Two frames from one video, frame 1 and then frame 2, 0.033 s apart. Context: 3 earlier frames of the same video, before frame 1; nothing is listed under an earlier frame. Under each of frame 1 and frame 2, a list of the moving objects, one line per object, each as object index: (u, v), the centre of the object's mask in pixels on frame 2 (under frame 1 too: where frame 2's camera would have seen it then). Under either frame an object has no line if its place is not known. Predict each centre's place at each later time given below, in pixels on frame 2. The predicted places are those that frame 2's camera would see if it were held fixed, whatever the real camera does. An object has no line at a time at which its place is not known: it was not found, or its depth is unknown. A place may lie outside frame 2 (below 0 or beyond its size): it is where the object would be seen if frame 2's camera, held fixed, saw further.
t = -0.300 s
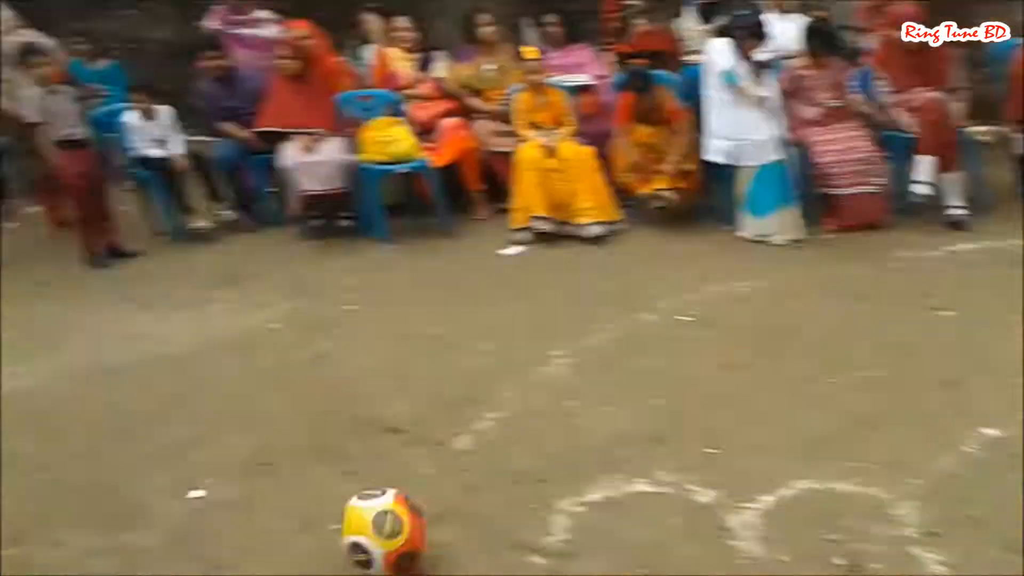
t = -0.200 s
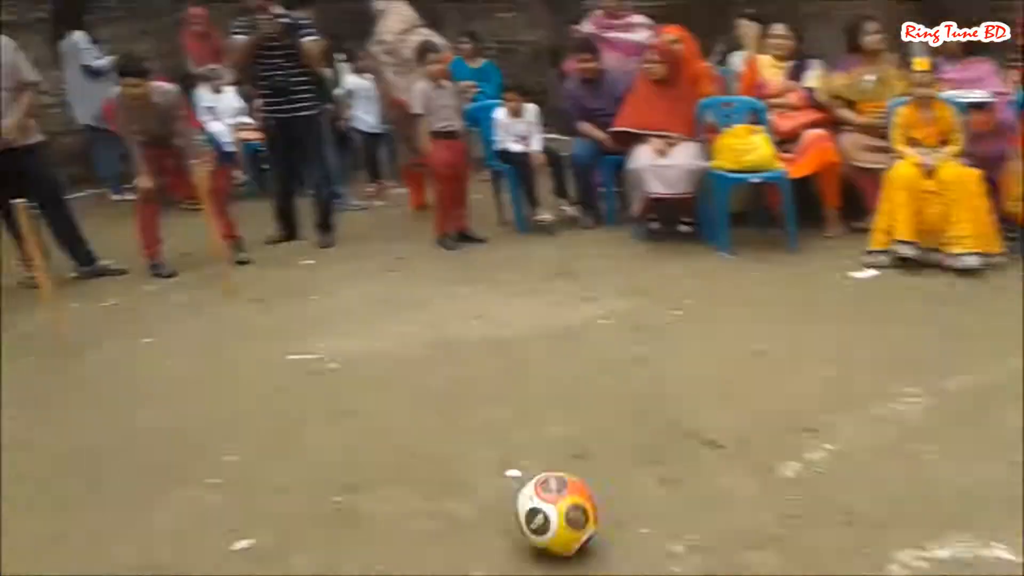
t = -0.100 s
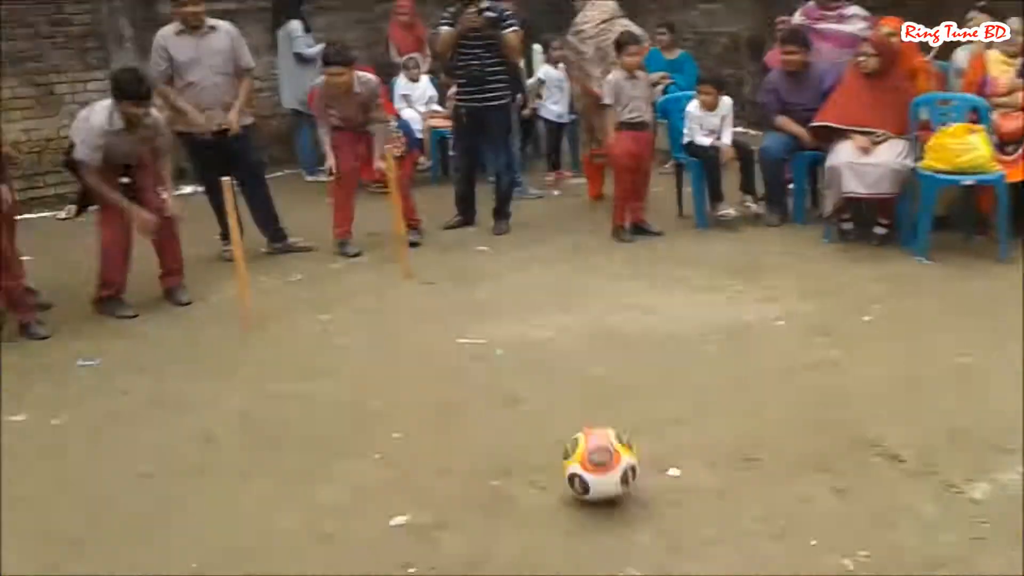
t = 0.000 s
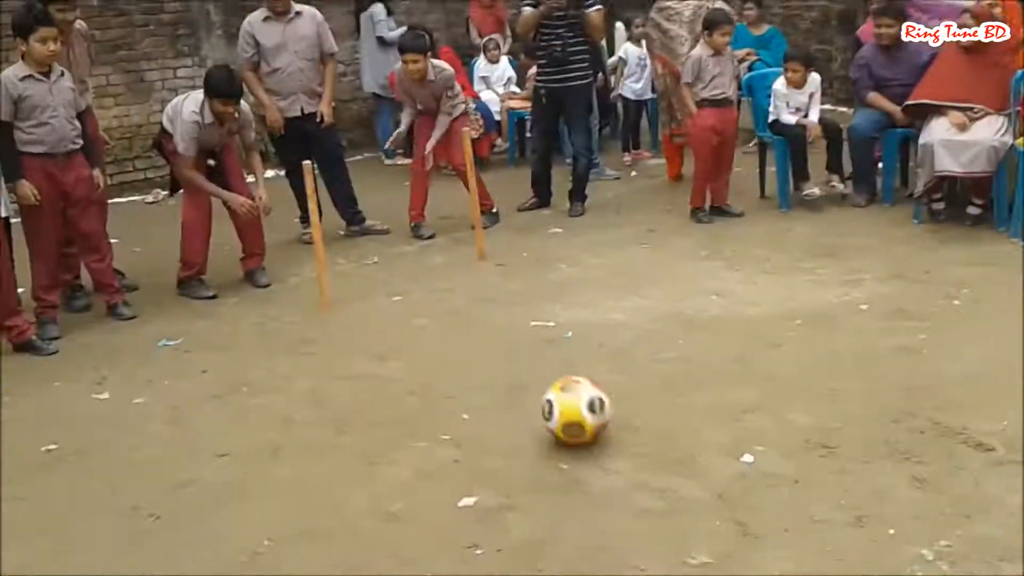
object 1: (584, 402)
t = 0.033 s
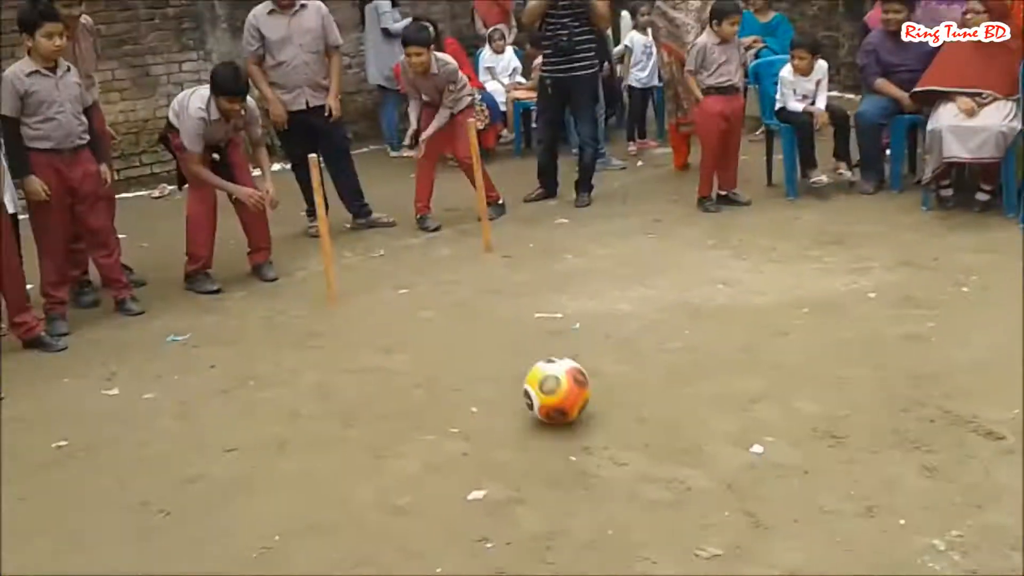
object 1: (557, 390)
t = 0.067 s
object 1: (532, 381)
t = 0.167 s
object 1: (463, 350)
